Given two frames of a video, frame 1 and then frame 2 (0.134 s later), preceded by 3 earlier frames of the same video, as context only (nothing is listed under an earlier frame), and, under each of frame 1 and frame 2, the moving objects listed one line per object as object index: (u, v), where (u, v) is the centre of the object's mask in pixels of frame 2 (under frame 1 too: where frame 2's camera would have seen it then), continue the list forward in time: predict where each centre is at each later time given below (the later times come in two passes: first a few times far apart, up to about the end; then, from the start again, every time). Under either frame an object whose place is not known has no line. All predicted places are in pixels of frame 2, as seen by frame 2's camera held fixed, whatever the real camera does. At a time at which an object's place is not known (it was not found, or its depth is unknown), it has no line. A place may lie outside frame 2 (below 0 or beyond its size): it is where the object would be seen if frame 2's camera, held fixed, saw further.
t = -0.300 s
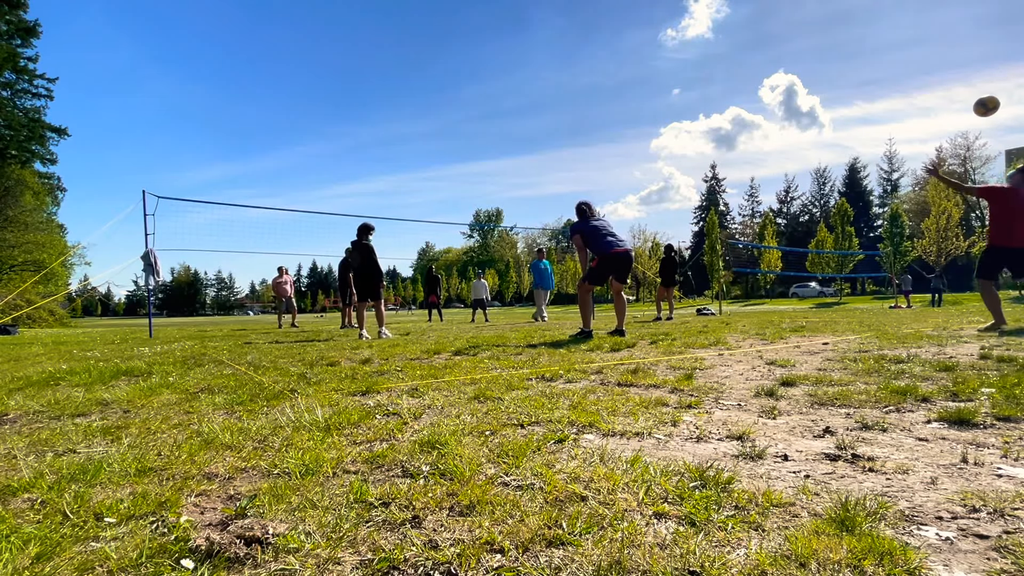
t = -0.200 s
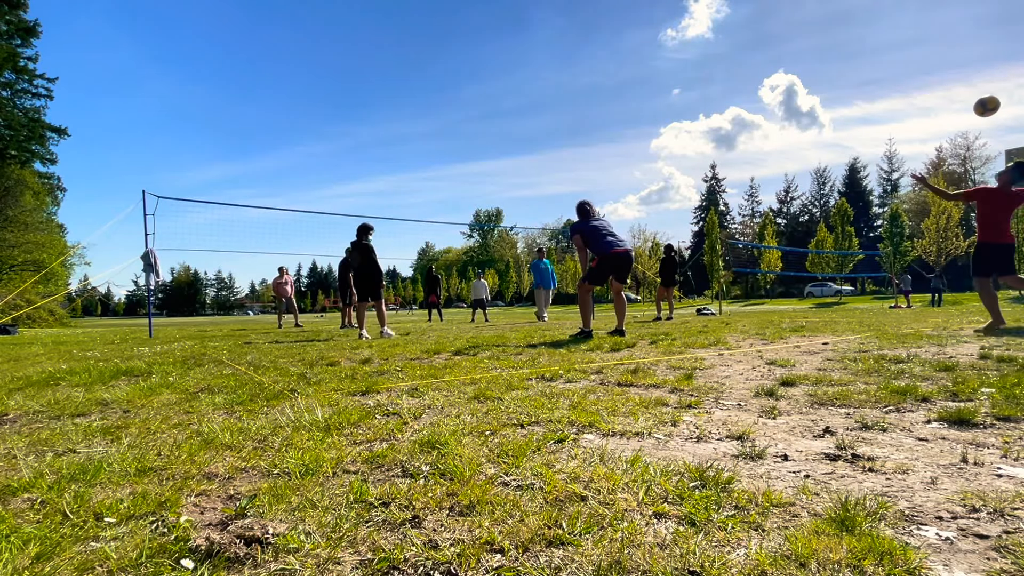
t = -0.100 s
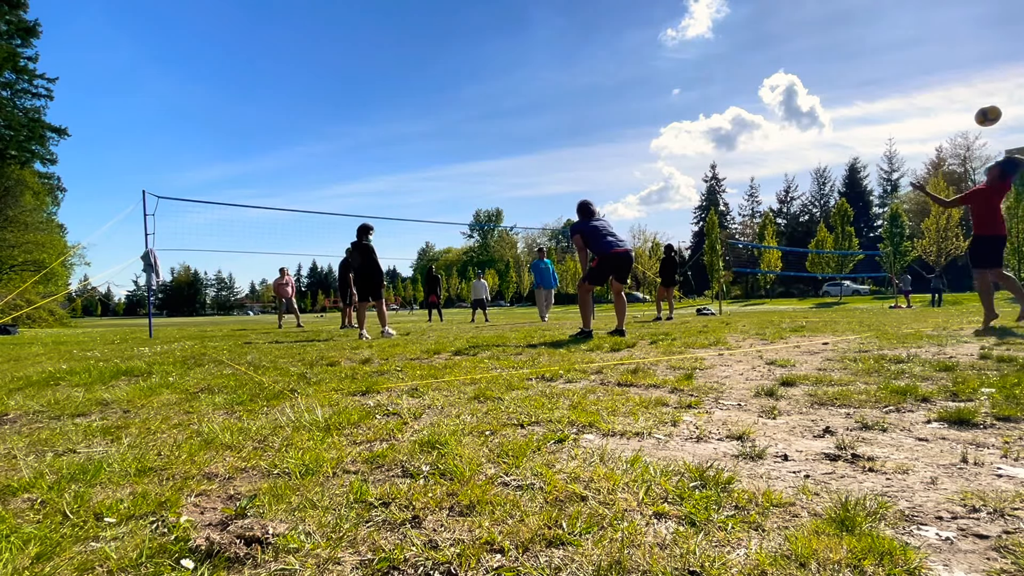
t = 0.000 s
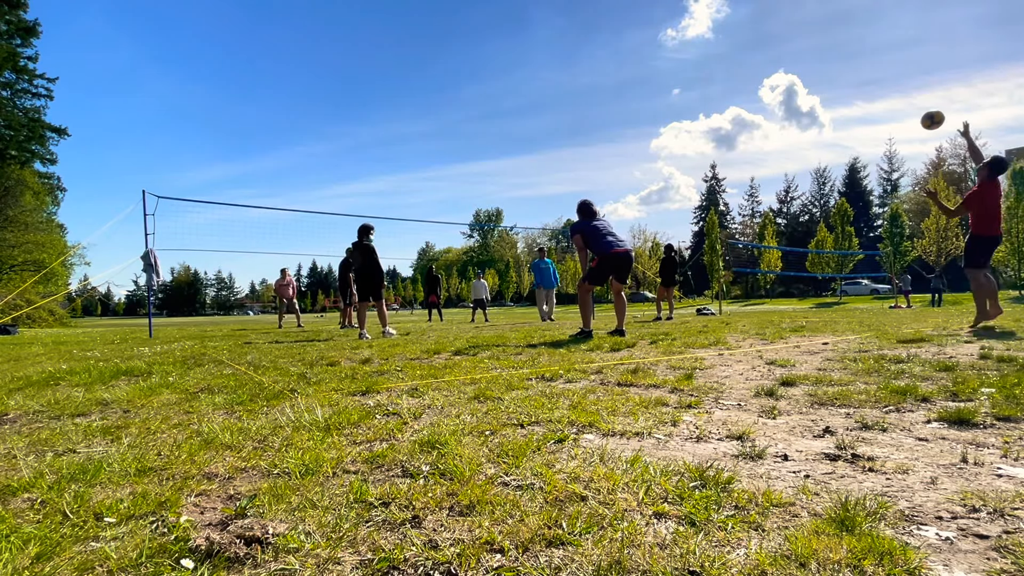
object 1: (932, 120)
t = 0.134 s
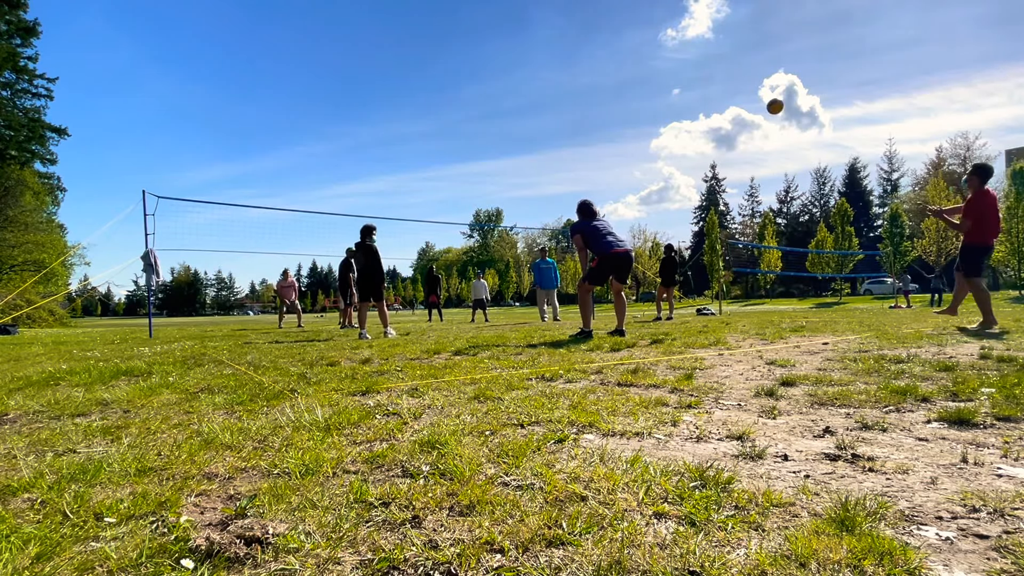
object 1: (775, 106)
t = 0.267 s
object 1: (671, 106)
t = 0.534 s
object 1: (543, 133)
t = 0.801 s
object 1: (468, 180)
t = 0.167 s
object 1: (745, 105)
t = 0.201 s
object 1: (718, 105)
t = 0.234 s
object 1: (693, 105)
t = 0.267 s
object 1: (671, 106)
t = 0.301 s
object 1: (650, 107)
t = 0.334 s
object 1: (631, 109)
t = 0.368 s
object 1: (614, 112)
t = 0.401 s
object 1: (597, 116)
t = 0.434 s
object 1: (583, 119)
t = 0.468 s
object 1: (568, 124)
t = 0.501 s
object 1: (555, 128)
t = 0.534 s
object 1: (543, 133)
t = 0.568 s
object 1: (532, 138)
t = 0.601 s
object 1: (521, 144)
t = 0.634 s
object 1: (511, 149)
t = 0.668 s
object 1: (501, 155)
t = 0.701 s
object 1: (492, 161)
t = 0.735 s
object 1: (484, 167)
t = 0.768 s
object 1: (475, 174)
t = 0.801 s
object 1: (468, 180)
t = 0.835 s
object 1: (460, 187)
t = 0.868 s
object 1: (453, 194)
